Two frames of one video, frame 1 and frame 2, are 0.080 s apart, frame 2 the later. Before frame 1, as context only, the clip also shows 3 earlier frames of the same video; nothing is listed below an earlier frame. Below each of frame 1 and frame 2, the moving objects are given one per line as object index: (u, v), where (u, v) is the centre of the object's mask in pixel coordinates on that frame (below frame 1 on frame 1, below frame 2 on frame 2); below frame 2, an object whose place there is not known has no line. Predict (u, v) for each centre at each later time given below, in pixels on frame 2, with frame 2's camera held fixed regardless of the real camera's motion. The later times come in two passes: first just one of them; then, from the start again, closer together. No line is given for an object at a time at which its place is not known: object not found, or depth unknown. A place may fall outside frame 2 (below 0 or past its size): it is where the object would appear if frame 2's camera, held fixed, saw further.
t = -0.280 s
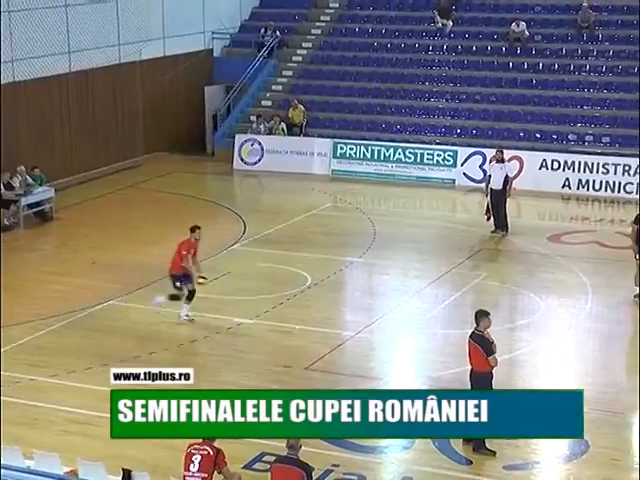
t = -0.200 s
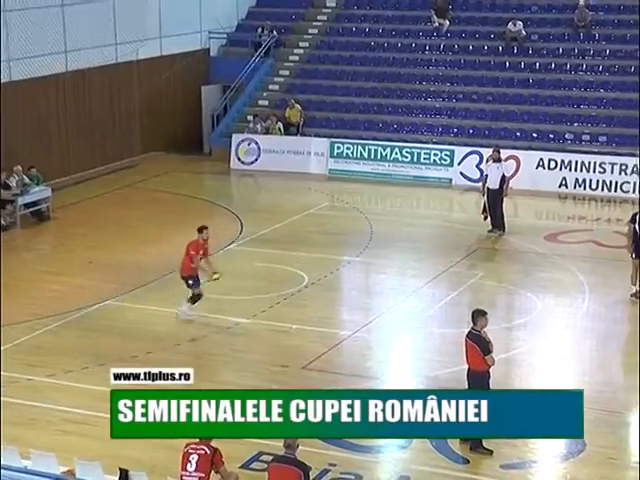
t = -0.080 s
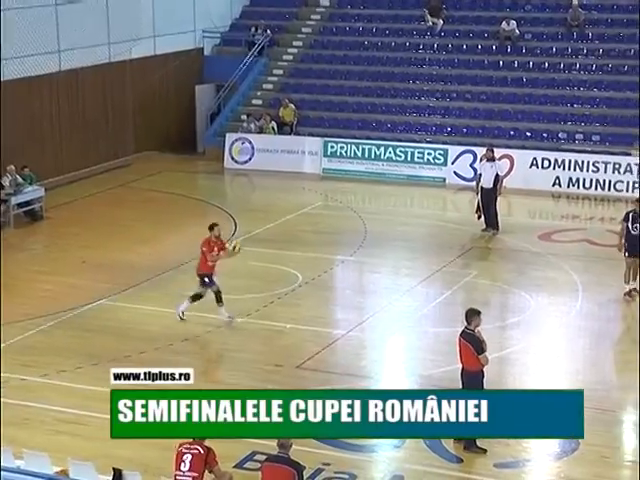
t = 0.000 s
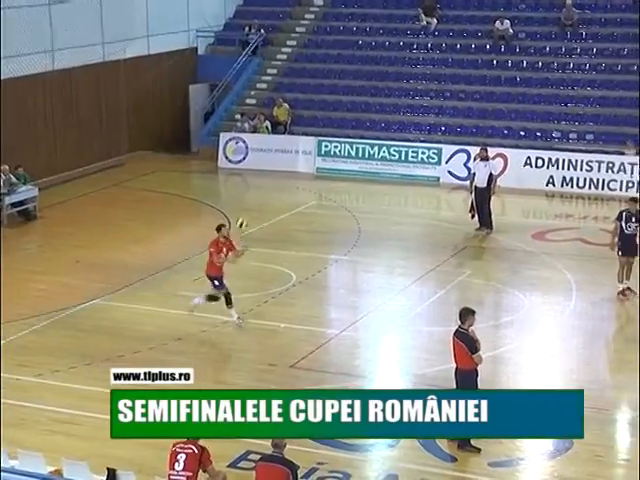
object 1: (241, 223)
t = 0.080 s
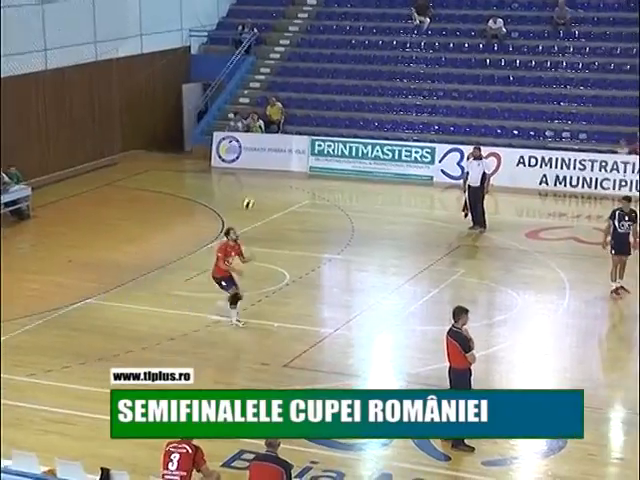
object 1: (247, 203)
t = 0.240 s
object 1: (270, 176)
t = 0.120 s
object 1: (253, 194)
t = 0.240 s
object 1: (270, 176)
